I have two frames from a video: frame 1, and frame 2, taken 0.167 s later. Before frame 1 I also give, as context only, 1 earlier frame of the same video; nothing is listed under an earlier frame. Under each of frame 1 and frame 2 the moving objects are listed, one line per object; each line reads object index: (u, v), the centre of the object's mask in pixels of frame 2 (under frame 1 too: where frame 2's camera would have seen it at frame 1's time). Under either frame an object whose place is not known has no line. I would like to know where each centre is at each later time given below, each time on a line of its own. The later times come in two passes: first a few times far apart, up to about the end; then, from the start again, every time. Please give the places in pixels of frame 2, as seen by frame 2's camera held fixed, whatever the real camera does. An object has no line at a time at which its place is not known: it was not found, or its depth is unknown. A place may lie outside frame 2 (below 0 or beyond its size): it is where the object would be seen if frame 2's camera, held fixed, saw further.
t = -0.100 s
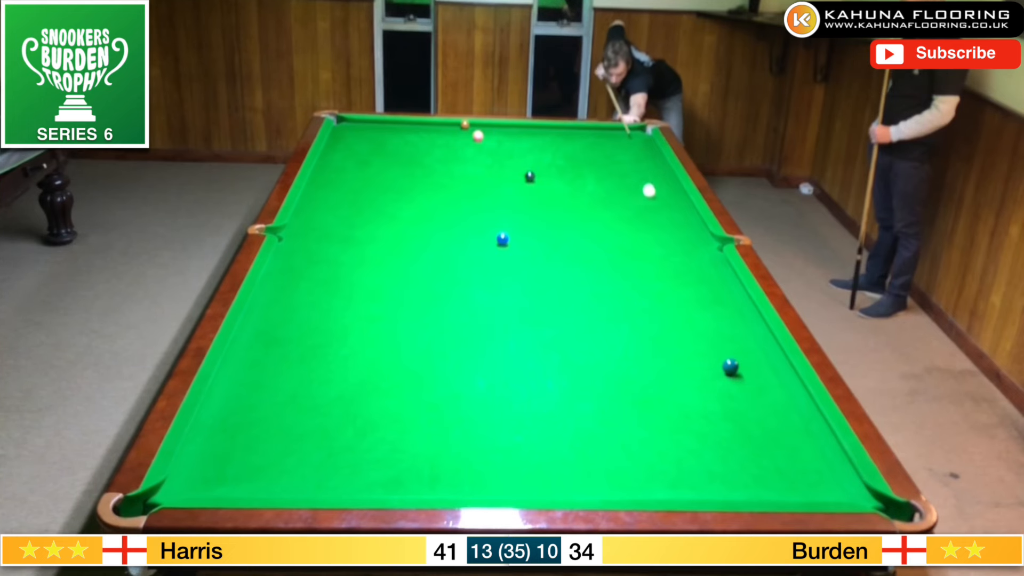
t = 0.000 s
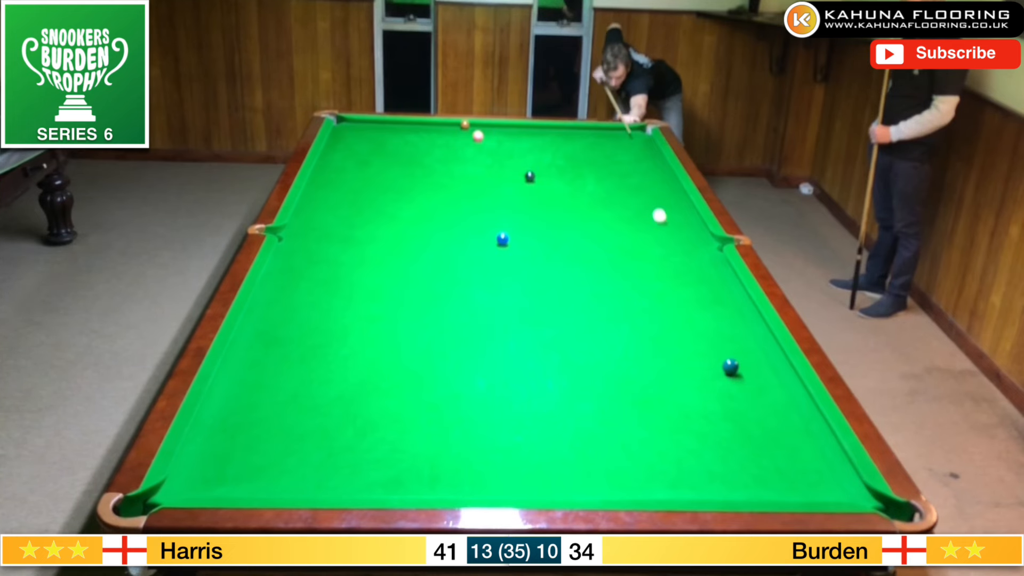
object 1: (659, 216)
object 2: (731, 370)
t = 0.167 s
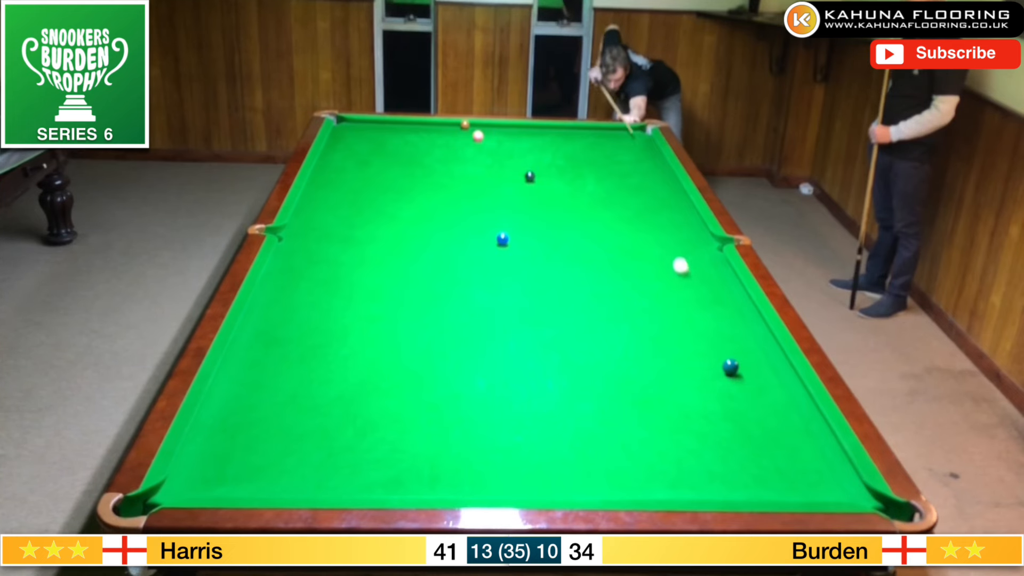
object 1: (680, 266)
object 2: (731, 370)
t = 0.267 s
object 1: (696, 303)
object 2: (731, 370)
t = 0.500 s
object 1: (683, 371)
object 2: (794, 414)
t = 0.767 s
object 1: (607, 423)
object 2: (803, 494)
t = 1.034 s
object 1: (527, 487)
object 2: (701, 445)
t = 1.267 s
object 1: (469, 443)
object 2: (625, 406)
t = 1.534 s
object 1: (412, 402)
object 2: (552, 369)
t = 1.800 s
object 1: (363, 367)
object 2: (489, 337)
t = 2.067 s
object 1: (320, 338)
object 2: (435, 309)
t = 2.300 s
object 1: (287, 315)
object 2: (391, 288)
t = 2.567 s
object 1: (269, 293)
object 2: (348, 266)
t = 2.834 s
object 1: (298, 277)
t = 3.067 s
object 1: (321, 264)
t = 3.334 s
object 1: (344, 251)
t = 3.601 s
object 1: (365, 240)
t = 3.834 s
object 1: (381, 231)
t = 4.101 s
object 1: (396, 222)
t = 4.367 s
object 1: (411, 214)
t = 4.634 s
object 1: (423, 207)
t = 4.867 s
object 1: (432, 202)
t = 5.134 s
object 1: (442, 196)
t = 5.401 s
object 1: (451, 191)
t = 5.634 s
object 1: (457, 187)
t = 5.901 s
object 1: (464, 183)
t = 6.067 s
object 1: (468, 182)
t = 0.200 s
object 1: (686, 278)
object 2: (731, 370)
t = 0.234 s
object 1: (691, 290)
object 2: (731, 370)
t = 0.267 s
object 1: (696, 303)
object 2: (731, 370)
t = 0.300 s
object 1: (702, 317)
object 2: (731, 370)
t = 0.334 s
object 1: (708, 330)
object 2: (731, 370)
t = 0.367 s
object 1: (714, 345)
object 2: (731, 369)
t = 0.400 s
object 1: (717, 360)
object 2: (735, 372)
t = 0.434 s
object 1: (706, 363)
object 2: (755, 385)
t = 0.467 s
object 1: (695, 367)
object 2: (774, 400)
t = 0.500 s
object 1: (683, 371)
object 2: (794, 414)
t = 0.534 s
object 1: (673, 376)
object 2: (814, 428)
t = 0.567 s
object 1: (663, 381)
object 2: (825, 440)
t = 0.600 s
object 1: (653, 387)
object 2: (822, 450)
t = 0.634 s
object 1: (644, 393)
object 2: (817, 460)
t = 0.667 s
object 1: (634, 400)
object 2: (814, 470)
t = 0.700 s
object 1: (625, 407)
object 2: (810, 479)
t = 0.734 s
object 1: (616, 415)
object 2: (807, 489)
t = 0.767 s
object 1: (607, 423)
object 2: (803, 494)
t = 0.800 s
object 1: (598, 432)
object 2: (790, 491)
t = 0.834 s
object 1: (589, 441)
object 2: (776, 485)
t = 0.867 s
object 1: (579, 450)
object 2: (762, 478)
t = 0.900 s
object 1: (569, 460)
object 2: (749, 471)
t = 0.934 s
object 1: (559, 470)
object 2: (737, 464)
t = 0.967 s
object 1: (549, 481)
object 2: (724, 458)
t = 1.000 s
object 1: (538, 487)
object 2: (713, 452)
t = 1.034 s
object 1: (527, 487)
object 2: (701, 445)
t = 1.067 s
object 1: (518, 482)
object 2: (689, 439)
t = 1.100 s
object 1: (510, 474)
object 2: (678, 434)
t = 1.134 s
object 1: (501, 467)
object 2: (667, 428)
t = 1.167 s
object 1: (493, 461)
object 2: (656, 422)
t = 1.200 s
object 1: (485, 454)
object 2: (646, 417)
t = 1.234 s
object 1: (477, 449)
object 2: (635, 412)
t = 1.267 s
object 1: (469, 443)
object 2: (625, 406)
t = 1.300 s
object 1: (461, 438)
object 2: (616, 401)
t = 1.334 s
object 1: (454, 432)
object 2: (606, 396)
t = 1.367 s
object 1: (446, 427)
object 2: (596, 392)
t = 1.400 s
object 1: (439, 422)
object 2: (587, 387)
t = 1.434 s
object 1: (432, 417)
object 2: (578, 382)
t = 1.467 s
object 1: (425, 412)
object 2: (569, 377)
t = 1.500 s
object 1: (419, 407)
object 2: (561, 373)
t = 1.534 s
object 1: (412, 402)
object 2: (552, 369)
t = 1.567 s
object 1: (405, 397)
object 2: (544, 365)
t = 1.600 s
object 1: (399, 393)
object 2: (535, 360)
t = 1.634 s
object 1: (393, 388)
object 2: (527, 356)
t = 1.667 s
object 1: (386, 384)
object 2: (519, 352)
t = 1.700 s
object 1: (380, 380)
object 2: (512, 348)
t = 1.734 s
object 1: (374, 375)
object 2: (504, 344)
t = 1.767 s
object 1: (368, 371)
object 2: (496, 340)
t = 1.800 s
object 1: (363, 367)
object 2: (489, 337)
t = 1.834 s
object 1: (357, 364)
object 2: (482, 333)
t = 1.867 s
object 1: (352, 359)
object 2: (475, 330)
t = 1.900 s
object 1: (346, 356)
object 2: (468, 326)
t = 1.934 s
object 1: (341, 352)
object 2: (461, 322)
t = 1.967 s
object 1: (335, 348)
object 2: (454, 319)
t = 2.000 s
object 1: (330, 345)
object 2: (447, 316)
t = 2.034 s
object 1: (325, 341)
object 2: (441, 312)
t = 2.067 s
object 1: (320, 338)
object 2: (435, 309)
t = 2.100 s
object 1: (315, 334)
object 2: (428, 306)
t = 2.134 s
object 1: (310, 331)
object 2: (421, 303)
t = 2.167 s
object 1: (305, 328)
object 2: (415, 300)
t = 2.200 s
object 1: (301, 324)
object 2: (409, 297)
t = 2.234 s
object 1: (296, 321)
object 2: (403, 293)
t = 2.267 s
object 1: (291, 318)
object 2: (397, 291)
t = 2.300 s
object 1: (287, 315)
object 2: (391, 288)
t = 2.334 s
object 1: (283, 312)
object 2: (386, 285)
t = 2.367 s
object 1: (278, 309)
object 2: (380, 282)
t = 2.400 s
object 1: (274, 306)
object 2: (375, 280)
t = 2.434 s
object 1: (270, 303)
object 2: (369, 276)
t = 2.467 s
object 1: (265, 300)
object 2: (364, 274)
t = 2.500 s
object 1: (261, 297)
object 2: (358, 272)
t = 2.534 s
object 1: (264, 295)
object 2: (353, 269)
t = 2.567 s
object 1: (269, 293)
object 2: (348, 266)
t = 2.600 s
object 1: (273, 291)
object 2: (343, 264)
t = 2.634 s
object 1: (276, 289)
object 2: (338, 261)
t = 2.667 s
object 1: (280, 287)
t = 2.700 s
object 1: (284, 284)
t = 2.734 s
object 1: (288, 282)
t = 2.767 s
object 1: (291, 280)
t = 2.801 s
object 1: (295, 278)
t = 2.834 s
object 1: (298, 277)
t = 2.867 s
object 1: (302, 275)
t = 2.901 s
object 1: (305, 273)
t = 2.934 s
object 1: (309, 271)
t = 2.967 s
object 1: (312, 269)
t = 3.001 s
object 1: (315, 267)
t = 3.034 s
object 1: (318, 266)
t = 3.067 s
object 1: (321, 264)
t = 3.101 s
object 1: (324, 262)
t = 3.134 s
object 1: (327, 261)
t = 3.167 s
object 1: (330, 259)
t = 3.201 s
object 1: (333, 258)
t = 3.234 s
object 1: (336, 256)
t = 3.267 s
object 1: (339, 254)
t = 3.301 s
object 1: (342, 253)
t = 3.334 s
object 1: (344, 251)
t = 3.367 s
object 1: (347, 250)
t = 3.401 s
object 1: (350, 248)
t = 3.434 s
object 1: (352, 247)
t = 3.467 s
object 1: (355, 245)
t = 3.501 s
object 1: (357, 244)
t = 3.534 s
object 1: (360, 242)
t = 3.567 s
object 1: (362, 241)
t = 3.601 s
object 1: (365, 240)
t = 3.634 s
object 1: (367, 238)
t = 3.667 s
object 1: (369, 237)
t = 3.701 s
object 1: (372, 236)
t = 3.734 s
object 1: (374, 235)
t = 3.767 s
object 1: (376, 233)
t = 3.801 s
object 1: (378, 232)
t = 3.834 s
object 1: (381, 231)
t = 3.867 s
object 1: (383, 230)
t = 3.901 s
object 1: (385, 229)
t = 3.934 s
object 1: (387, 228)
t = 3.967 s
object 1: (389, 226)
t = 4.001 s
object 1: (391, 225)
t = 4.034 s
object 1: (393, 224)
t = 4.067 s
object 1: (394, 223)
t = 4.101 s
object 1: (396, 222)
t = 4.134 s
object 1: (398, 221)
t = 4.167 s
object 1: (400, 220)
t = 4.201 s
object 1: (402, 219)
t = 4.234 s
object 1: (404, 218)
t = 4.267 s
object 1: (406, 217)
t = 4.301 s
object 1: (407, 216)
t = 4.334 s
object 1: (409, 215)
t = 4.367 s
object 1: (411, 214)
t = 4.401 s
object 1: (412, 213)
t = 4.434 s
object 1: (414, 212)
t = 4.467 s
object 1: (415, 211)
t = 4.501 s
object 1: (417, 211)
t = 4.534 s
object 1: (418, 210)
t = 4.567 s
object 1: (420, 209)
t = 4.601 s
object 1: (421, 208)
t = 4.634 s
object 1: (423, 207)
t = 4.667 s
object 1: (424, 206)
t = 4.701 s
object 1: (426, 205)
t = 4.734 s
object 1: (427, 205)
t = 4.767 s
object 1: (428, 204)
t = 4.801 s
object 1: (430, 203)
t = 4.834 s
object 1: (431, 202)
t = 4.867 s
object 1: (432, 202)
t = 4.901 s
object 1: (434, 201)
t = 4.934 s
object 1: (435, 200)
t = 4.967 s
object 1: (436, 200)
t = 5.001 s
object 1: (438, 199)
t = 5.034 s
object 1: (439, 198)
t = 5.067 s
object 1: (440, 197)
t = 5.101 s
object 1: (441, 197)
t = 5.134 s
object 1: (442, 196)
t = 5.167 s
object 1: (444, 195)
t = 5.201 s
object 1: (445, 195)
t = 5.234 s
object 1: (446, 194)
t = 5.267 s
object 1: (447, 193)
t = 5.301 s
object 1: (448, 193)
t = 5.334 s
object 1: (449, 192)
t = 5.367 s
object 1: (450, 192)
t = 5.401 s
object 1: (451, 191)
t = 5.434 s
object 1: (452, 191)
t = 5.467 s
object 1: (453, 190)
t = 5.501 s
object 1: (454, 189)
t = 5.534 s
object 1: (455, 189)
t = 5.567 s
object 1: (456, 188)
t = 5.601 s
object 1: (456, 188)
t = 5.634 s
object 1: (457, 187)
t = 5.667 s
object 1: (458, 187)
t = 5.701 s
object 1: (459, 186)
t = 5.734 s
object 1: (460, 186)
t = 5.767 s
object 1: (461, 185)
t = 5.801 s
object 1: (462, 185)
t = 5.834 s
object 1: (463, 184)
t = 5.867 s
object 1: (463, 184)
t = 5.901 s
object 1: (464, 183)
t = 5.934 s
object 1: (465, 183)
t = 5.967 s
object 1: (466, 183)
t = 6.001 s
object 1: (466, 182)
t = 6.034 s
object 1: (467, 182)
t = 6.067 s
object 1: (468, 182)
